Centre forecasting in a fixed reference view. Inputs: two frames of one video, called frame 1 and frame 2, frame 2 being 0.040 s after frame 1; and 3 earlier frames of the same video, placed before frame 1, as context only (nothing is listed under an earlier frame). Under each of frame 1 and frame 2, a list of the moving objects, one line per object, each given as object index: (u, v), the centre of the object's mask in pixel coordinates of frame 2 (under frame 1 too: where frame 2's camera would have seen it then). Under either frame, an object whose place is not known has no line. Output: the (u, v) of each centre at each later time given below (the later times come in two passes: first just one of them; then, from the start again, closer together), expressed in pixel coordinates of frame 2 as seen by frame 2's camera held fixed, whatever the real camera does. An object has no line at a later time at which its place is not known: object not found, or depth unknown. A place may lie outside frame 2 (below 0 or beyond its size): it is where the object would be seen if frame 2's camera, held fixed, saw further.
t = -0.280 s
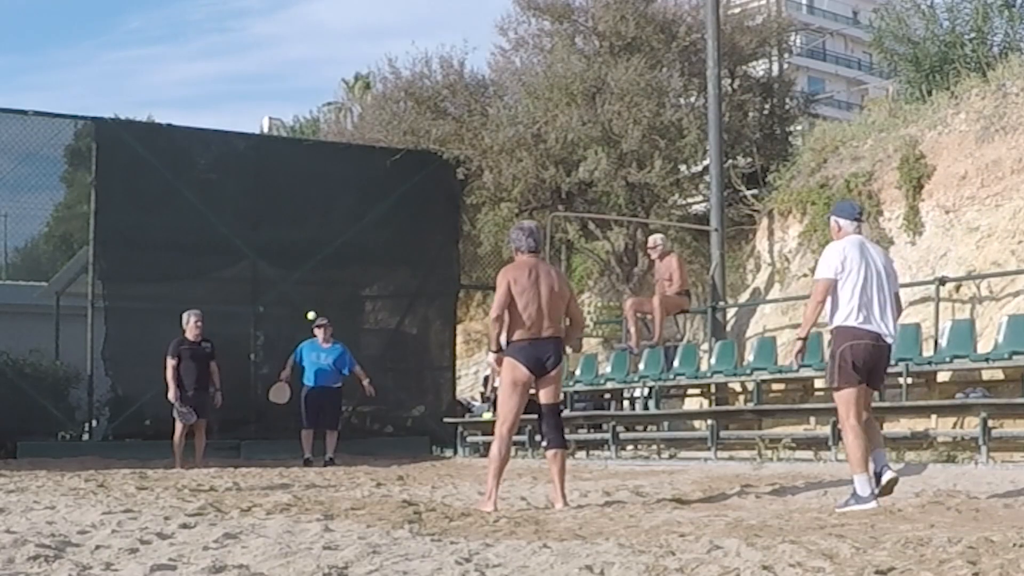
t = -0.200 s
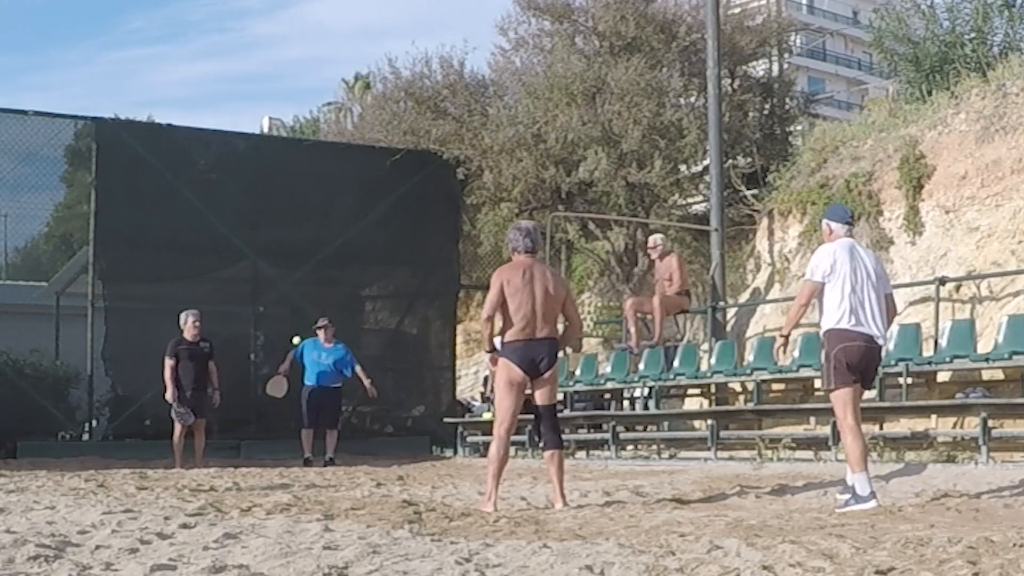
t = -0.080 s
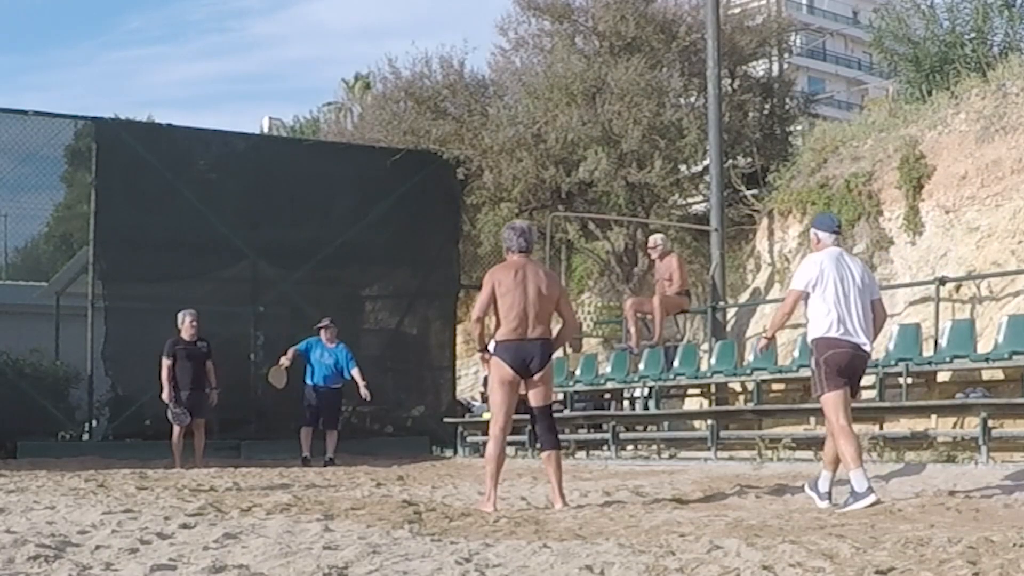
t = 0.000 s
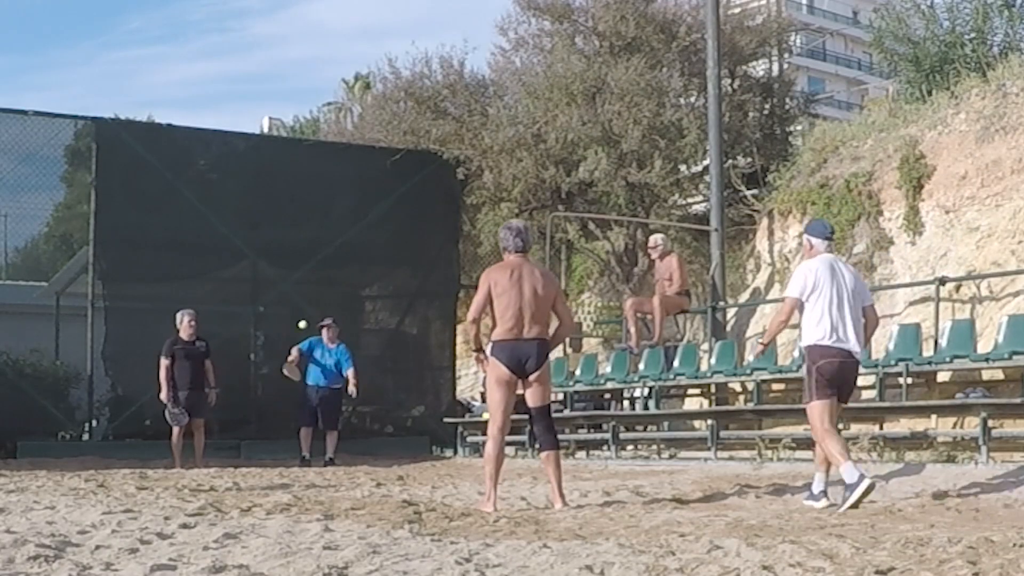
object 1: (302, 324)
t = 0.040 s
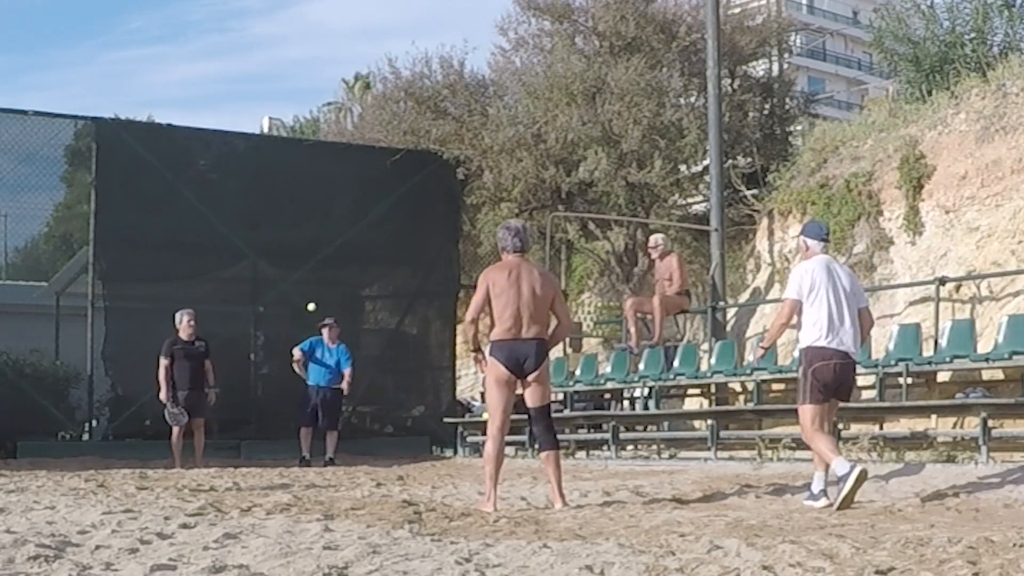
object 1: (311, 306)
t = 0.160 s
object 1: (339, 260)
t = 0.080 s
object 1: (320, 290)
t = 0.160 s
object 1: (339, 260)
